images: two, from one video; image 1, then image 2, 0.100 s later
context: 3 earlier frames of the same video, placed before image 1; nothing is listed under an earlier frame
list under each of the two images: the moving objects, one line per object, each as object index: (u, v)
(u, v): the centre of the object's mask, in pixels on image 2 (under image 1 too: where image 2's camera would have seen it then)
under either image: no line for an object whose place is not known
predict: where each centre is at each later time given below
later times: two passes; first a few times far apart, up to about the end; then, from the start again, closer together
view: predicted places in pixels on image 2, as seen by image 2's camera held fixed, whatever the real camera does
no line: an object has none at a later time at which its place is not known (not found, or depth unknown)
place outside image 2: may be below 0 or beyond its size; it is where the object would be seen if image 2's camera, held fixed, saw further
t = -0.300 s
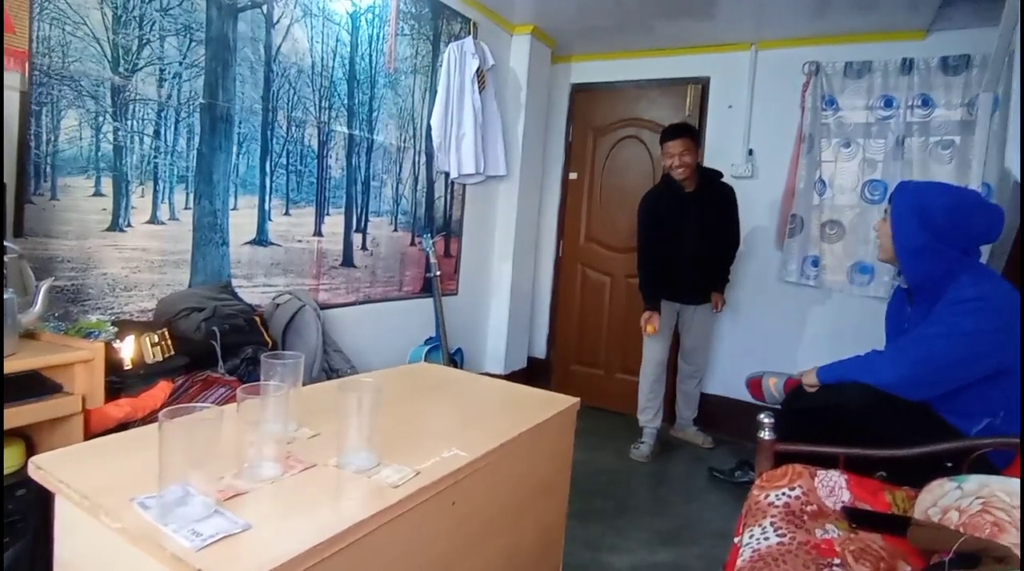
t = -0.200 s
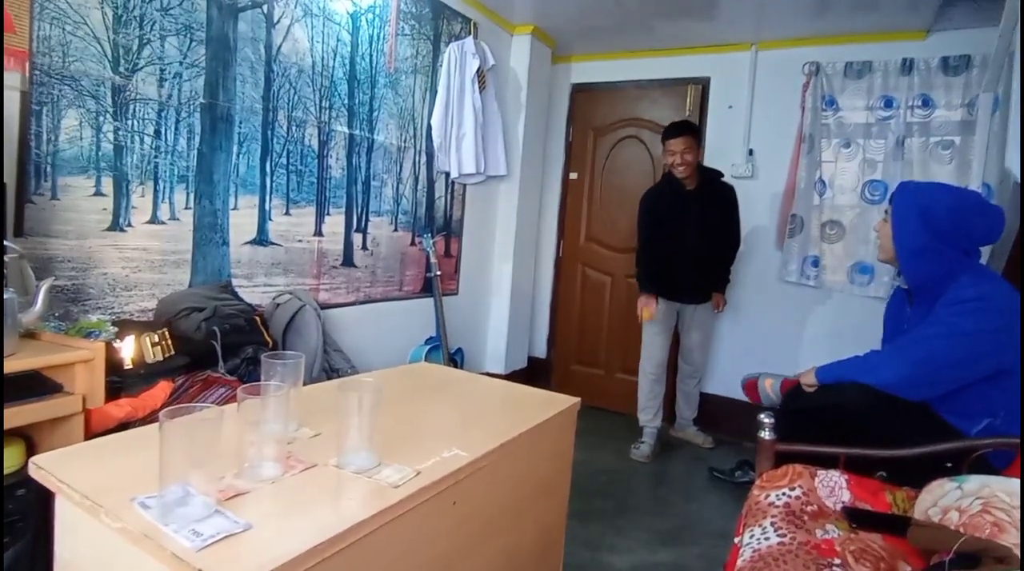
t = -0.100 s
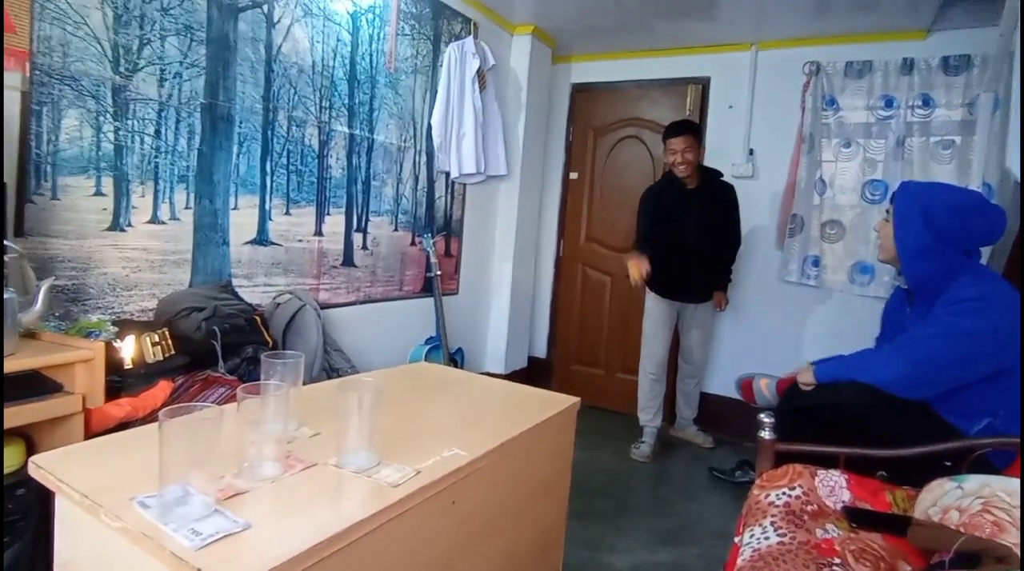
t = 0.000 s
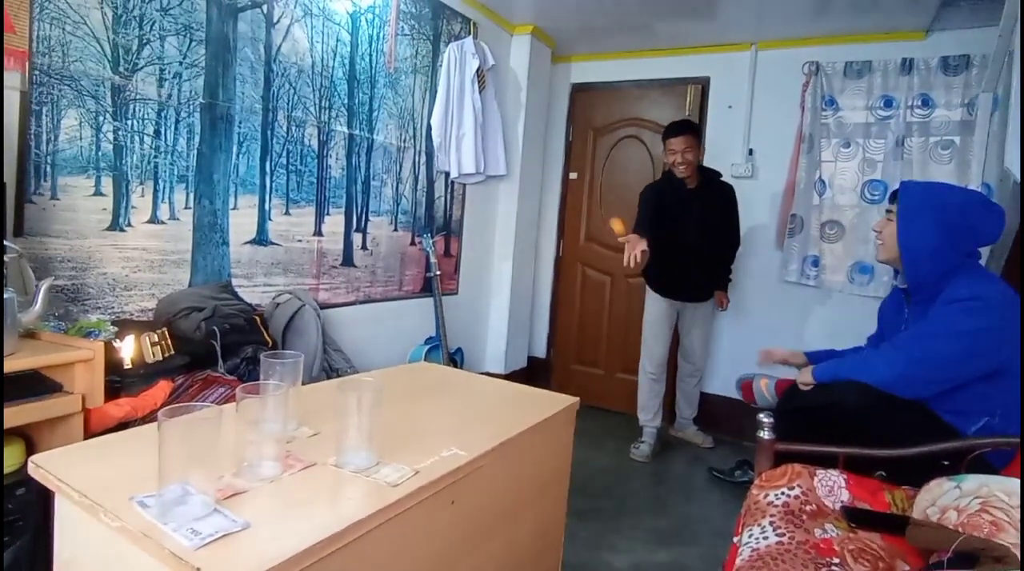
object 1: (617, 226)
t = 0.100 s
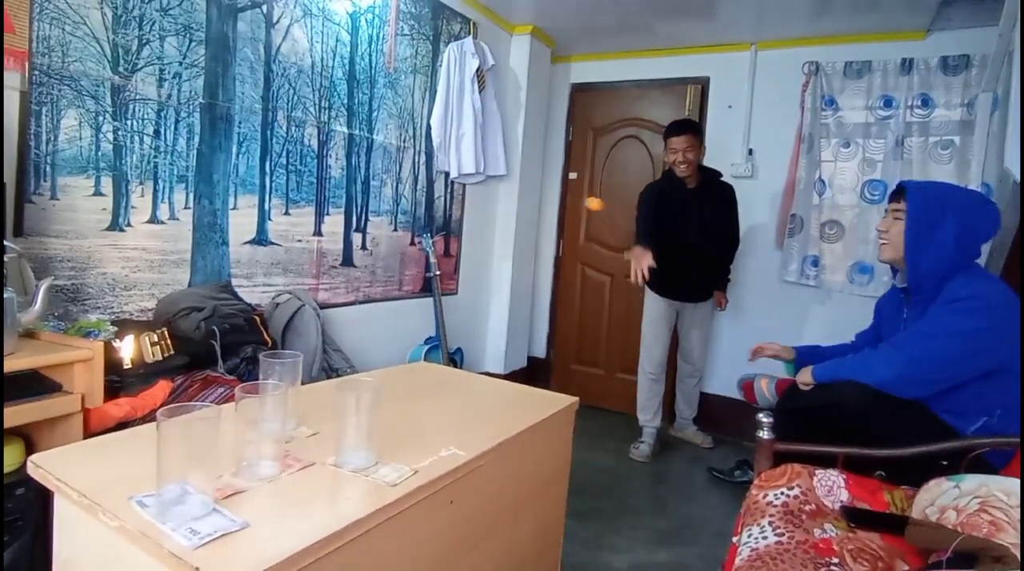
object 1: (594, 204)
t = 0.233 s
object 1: (551, 221)
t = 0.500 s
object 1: (423, 287)
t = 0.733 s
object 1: (293, 224)
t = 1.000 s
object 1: (22, 381)
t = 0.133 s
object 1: (584, 203)
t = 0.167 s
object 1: (573, 205)
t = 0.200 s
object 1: (565, 210)
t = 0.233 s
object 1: (551, 221)
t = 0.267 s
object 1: (535, 239)
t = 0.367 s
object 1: (479, 333)
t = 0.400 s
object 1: (462, 368)
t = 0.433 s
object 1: (448, 348)
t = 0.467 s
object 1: (437, 318)
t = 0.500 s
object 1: (423, 287)
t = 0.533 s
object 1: (410, 263)
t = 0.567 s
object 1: (396, 244)
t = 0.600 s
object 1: (379, 227)
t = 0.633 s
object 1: (359, 217)
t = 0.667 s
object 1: (341, 212)
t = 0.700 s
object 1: (318, 214)
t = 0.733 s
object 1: (293, 224)
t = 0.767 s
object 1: (265, 243)
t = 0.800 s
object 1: (234, 272)
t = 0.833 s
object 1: (202, 314)
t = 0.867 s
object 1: (168, 365)
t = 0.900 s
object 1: (126, 434)
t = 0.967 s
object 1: (45, 415)
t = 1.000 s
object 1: (22, 381)
